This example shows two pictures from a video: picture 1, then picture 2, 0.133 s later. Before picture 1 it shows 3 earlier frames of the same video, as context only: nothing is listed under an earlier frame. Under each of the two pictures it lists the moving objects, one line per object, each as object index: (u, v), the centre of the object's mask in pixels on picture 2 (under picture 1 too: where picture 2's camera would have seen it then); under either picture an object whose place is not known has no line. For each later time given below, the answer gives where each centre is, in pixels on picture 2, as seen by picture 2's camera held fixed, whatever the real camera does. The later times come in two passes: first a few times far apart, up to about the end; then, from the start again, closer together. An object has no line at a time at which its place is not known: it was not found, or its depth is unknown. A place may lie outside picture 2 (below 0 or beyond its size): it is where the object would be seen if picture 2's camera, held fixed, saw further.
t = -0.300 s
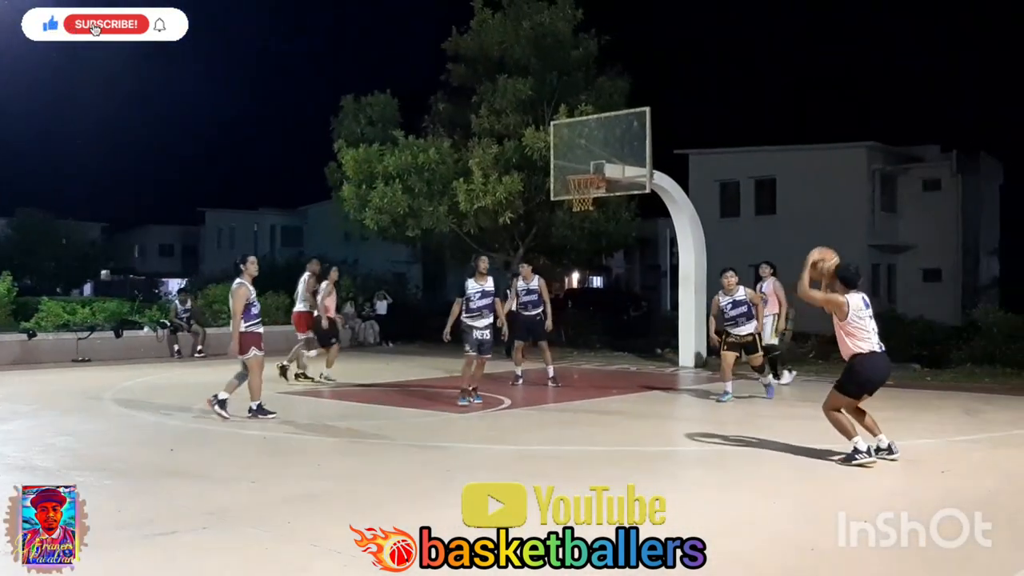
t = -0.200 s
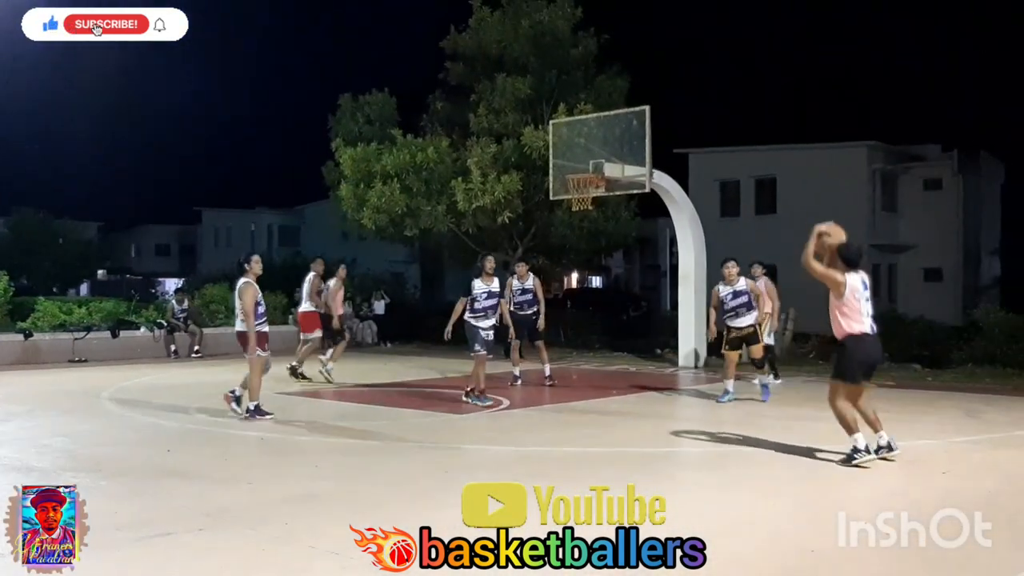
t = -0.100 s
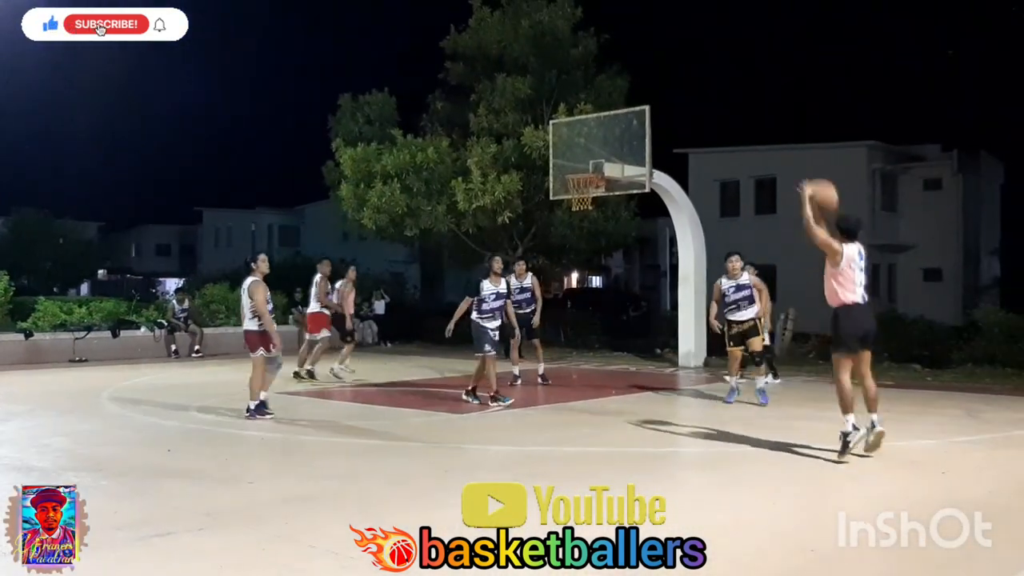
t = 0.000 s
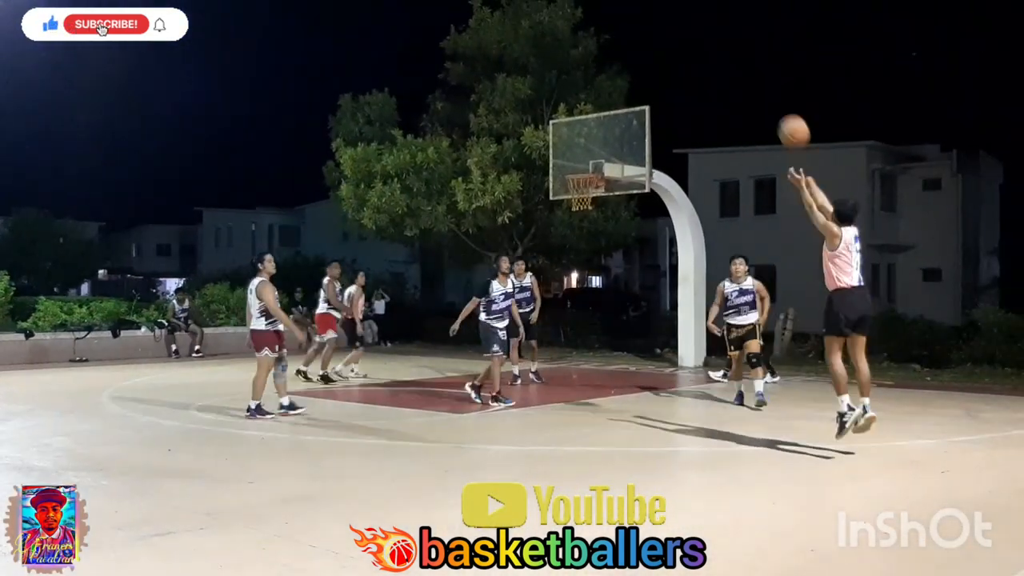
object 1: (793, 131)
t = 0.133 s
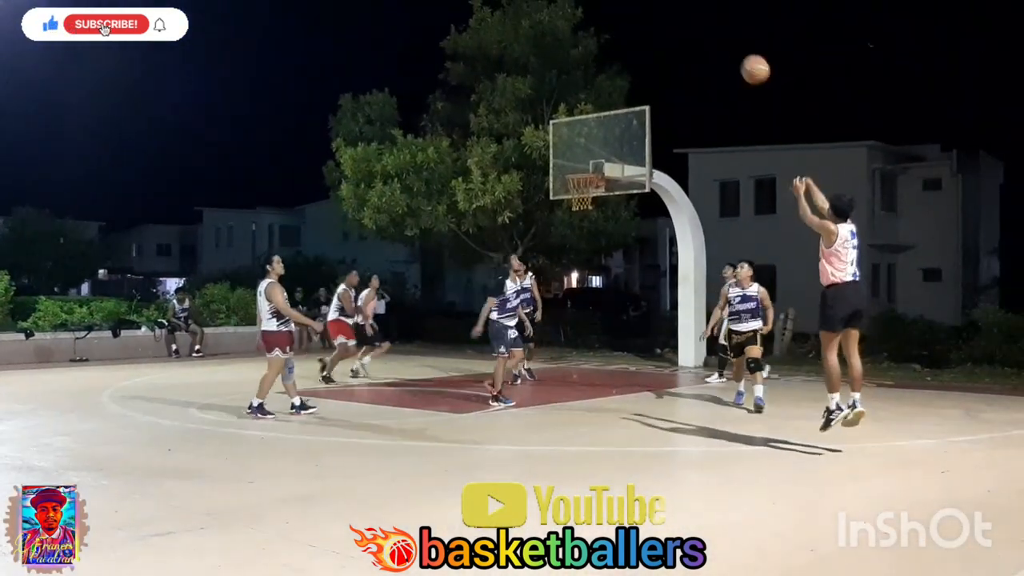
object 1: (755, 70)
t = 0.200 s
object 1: (738, 49)
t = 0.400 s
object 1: (695, 17)
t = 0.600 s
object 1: (661, 22)
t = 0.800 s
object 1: (634, 56)
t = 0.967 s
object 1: (615, 101)
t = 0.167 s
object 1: (746, 58)
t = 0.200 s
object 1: (738, 49)
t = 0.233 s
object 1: (730, 40)
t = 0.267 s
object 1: (722, 33)
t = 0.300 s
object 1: (715, 27)
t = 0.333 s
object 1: (708, 23)
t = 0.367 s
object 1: (702, 19)
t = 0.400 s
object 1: (695, 17)
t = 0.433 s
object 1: (689, 15)
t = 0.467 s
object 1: (683, 15)
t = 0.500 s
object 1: (677, 15)
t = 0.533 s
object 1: (672, 17)
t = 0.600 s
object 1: (661, 22)
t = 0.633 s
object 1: (656, 26)
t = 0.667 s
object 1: (651, 31)
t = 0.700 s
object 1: (647, 36)
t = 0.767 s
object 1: (638, 49)
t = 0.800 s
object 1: (634, 56)
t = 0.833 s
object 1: (630, 64)
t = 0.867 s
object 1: (626, 73)
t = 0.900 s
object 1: (622, 82)
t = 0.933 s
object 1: (619, 92)
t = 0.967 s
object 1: (615, 101)
